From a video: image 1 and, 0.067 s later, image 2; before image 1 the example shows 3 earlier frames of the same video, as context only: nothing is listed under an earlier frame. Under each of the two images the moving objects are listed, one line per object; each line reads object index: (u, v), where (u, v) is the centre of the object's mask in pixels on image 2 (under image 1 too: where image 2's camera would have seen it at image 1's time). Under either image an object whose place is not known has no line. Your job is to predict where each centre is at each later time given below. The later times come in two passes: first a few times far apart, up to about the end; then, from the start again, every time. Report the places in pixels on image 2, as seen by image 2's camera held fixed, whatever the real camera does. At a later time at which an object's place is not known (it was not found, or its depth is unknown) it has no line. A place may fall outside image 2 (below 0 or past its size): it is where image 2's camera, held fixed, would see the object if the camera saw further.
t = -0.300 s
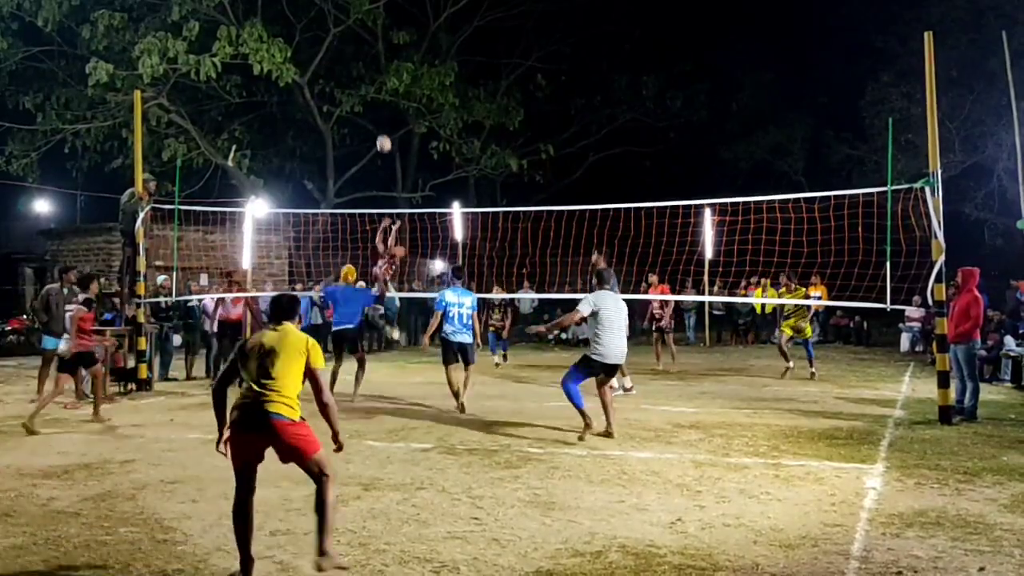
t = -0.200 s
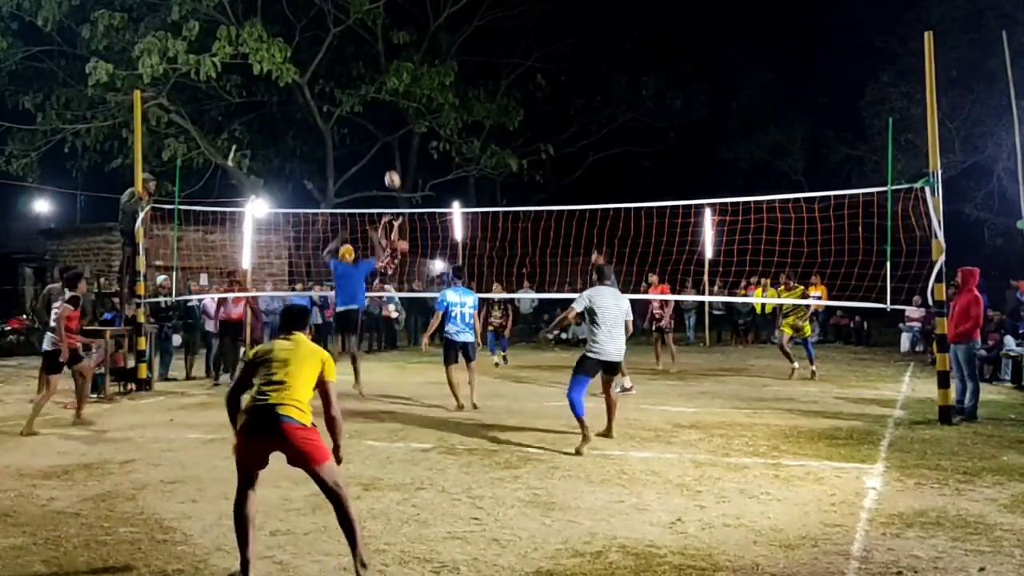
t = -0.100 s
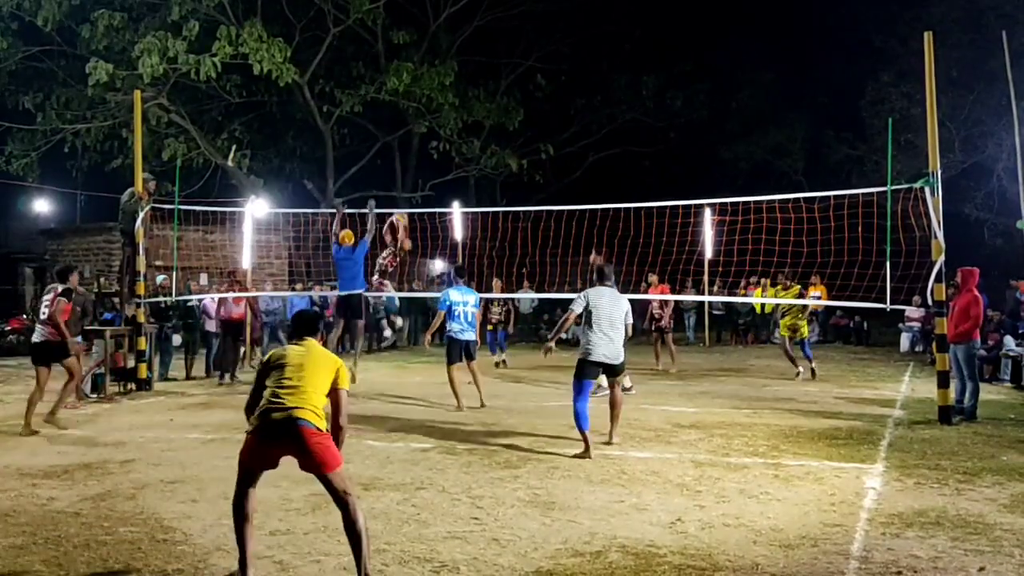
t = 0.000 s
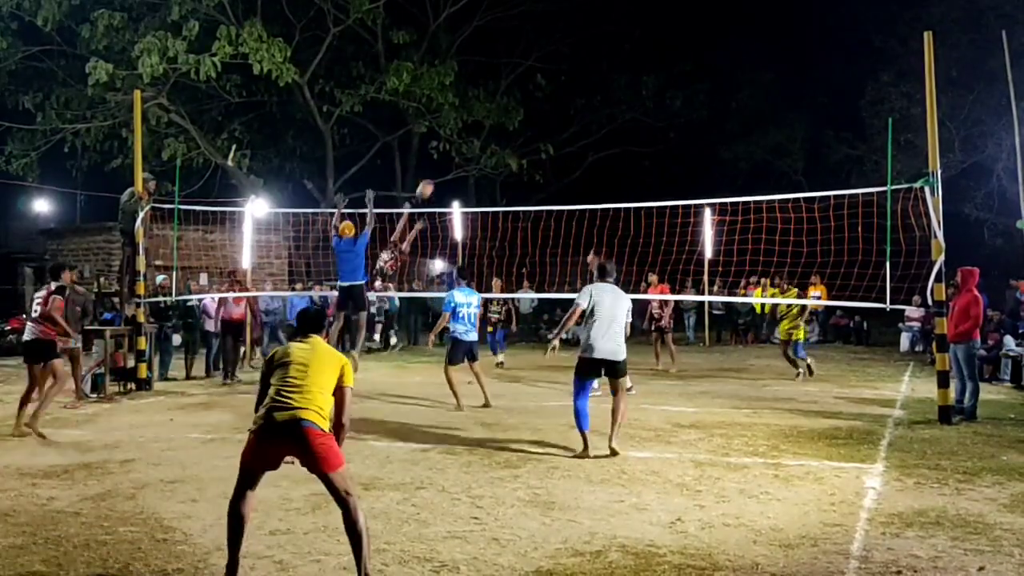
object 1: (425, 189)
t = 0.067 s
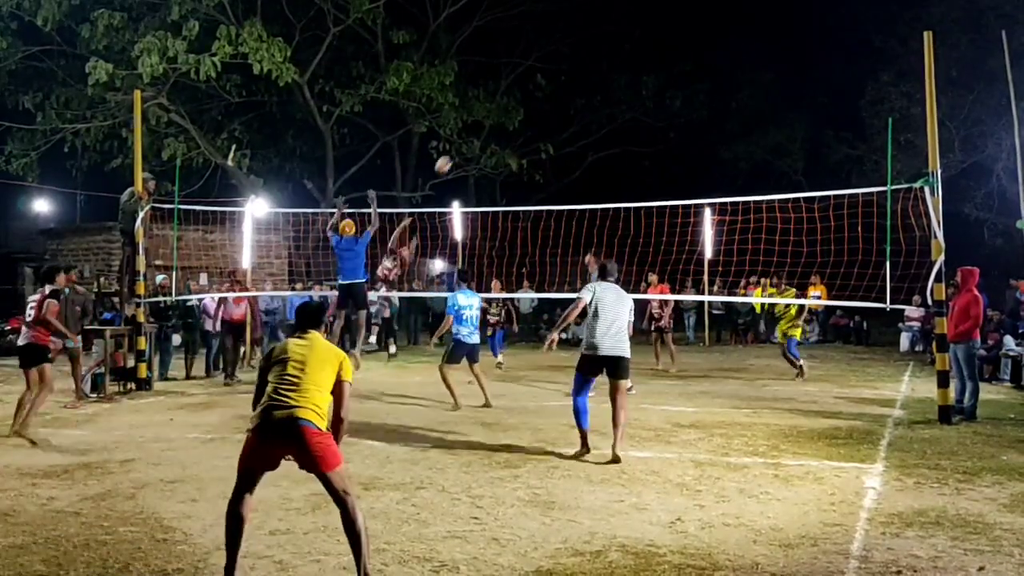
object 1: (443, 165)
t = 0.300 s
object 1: (509, 100)
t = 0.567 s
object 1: (585, 70)
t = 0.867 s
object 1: (671, 93)
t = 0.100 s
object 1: (453, 153)
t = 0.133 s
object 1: (462, 143)
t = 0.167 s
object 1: (471, 133)
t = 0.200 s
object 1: (481, 124)
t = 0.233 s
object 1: (491, 116)
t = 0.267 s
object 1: (500, 108)
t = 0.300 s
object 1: (509, 100)
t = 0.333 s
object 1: (519, 94)
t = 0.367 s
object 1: (528, 88)
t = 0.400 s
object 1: (537, 84)
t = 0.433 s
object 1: (546, 79)
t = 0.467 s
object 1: (556, 76)
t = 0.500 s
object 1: (566, 73)
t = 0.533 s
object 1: (575, 71)
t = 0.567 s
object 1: (585, 70)
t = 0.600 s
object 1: (594, 70)
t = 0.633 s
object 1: (604, 70)
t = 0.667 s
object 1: (614, 71)
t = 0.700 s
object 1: (623, 73)
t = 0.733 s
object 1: (633, 76)
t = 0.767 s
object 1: (643, 79)
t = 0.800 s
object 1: (652, 83)
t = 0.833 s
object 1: (662, 88)
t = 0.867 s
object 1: (671, 93)
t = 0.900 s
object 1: (681, 100)
